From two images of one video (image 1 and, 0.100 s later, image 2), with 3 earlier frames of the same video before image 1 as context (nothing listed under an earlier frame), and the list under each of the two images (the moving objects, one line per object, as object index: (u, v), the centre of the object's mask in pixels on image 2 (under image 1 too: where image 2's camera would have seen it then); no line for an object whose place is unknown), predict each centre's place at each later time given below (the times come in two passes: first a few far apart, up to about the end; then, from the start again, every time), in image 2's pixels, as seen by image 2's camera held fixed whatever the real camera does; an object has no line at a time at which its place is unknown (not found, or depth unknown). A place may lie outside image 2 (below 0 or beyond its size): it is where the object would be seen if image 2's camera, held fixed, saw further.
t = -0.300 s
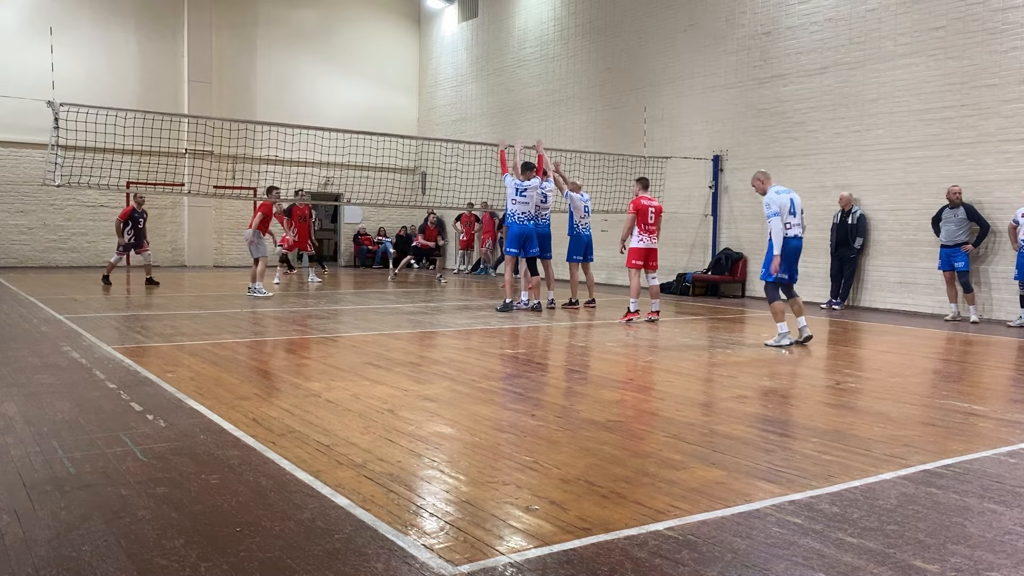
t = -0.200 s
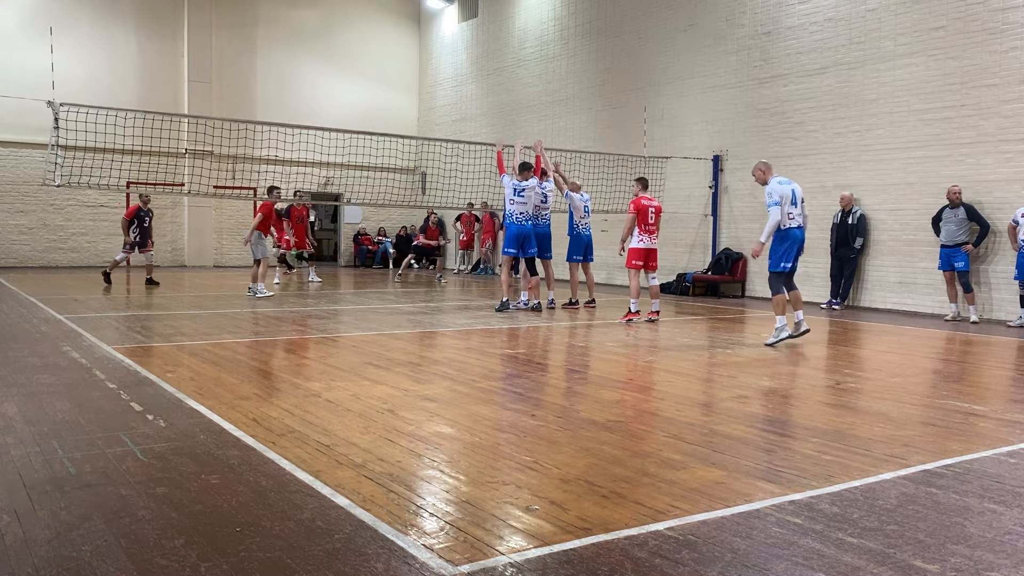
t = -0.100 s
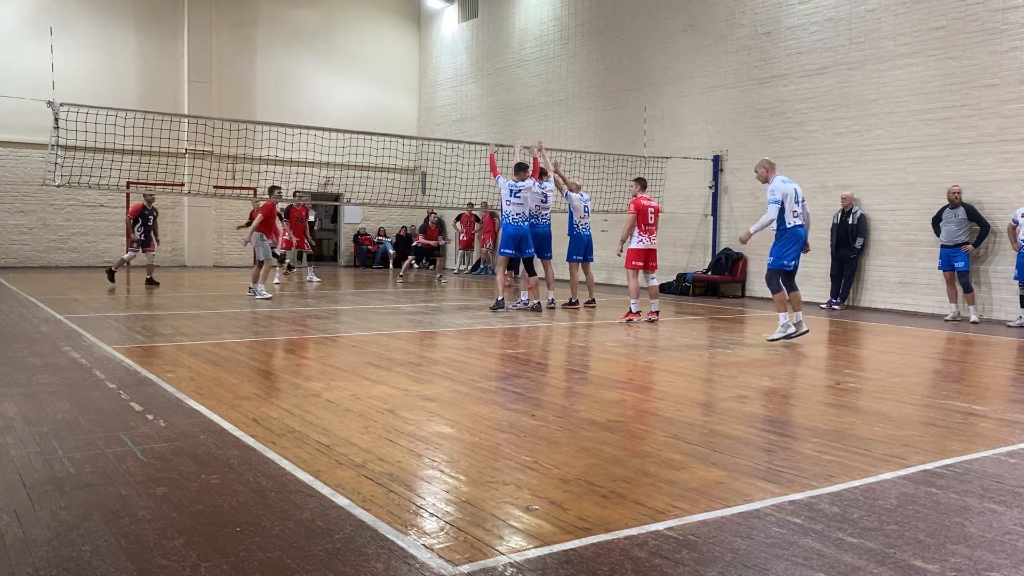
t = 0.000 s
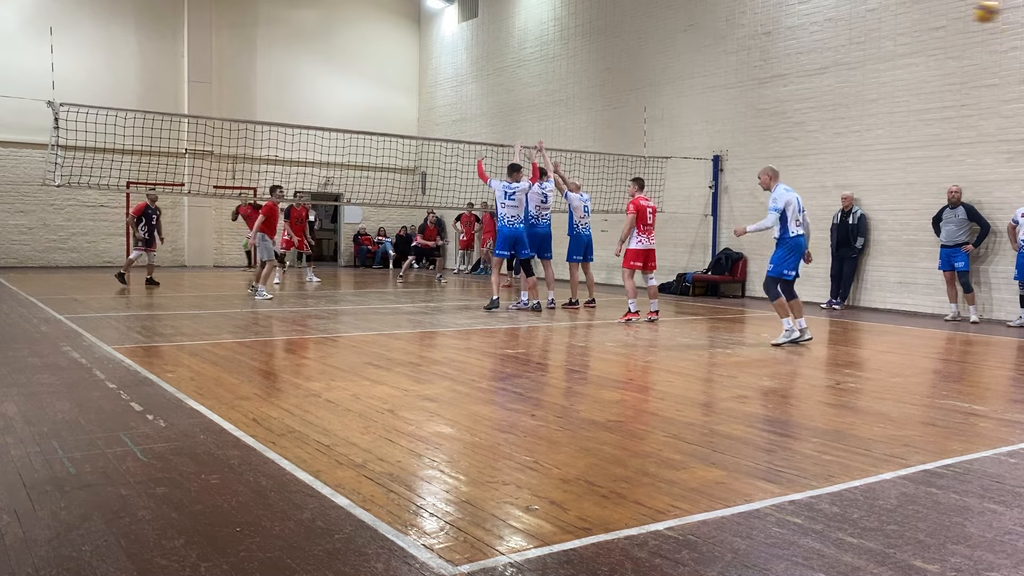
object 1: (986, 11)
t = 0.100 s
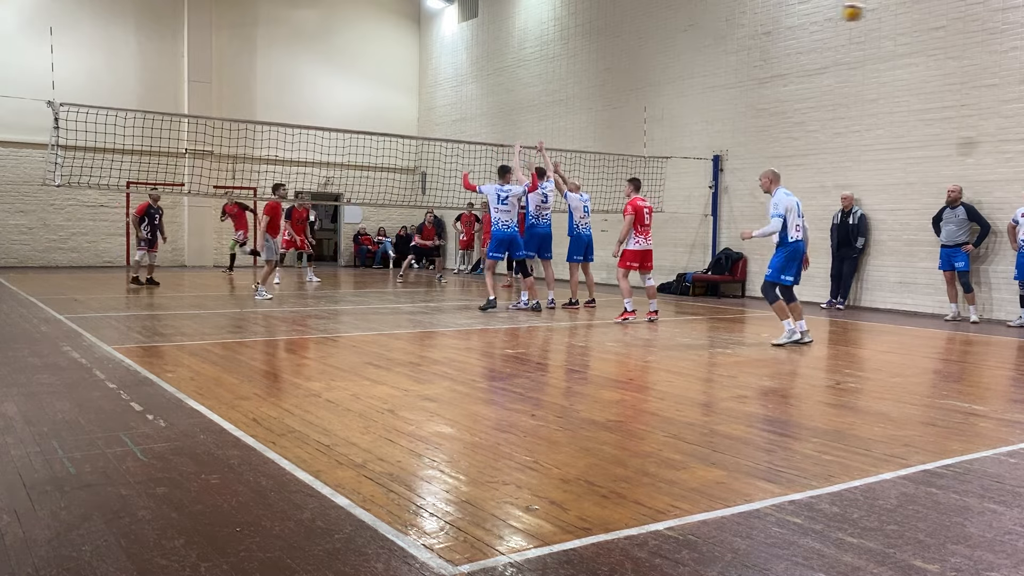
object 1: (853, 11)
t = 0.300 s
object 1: (664, 39)
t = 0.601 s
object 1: (485, 109)
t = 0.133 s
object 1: (816, 14)
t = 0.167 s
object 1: (781, 18)
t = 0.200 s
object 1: (749, 22)
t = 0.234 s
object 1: (719, 26)
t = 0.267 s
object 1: (691, 31)
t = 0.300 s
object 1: (664, 39)
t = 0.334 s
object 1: (639, 45)
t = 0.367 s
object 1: (616, 52)
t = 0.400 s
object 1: (594, 60)
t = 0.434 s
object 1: (573, 68)
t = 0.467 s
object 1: (554, 76)
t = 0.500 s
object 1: (535, 84)
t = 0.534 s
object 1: (518, 93)
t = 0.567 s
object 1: (501, 101)
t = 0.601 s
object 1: (485, 109)
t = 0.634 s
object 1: (470, 118)
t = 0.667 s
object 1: (456, 126)
